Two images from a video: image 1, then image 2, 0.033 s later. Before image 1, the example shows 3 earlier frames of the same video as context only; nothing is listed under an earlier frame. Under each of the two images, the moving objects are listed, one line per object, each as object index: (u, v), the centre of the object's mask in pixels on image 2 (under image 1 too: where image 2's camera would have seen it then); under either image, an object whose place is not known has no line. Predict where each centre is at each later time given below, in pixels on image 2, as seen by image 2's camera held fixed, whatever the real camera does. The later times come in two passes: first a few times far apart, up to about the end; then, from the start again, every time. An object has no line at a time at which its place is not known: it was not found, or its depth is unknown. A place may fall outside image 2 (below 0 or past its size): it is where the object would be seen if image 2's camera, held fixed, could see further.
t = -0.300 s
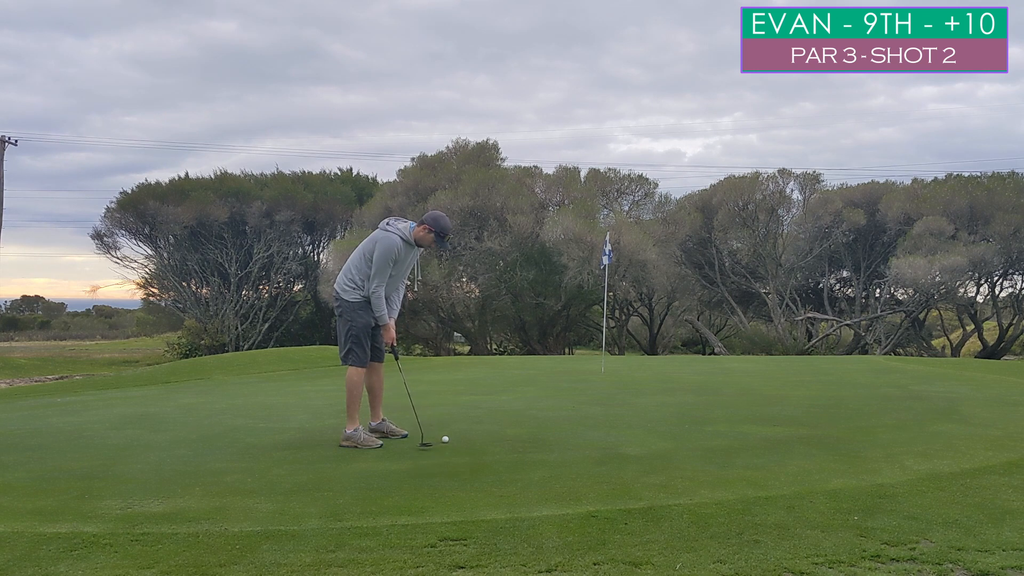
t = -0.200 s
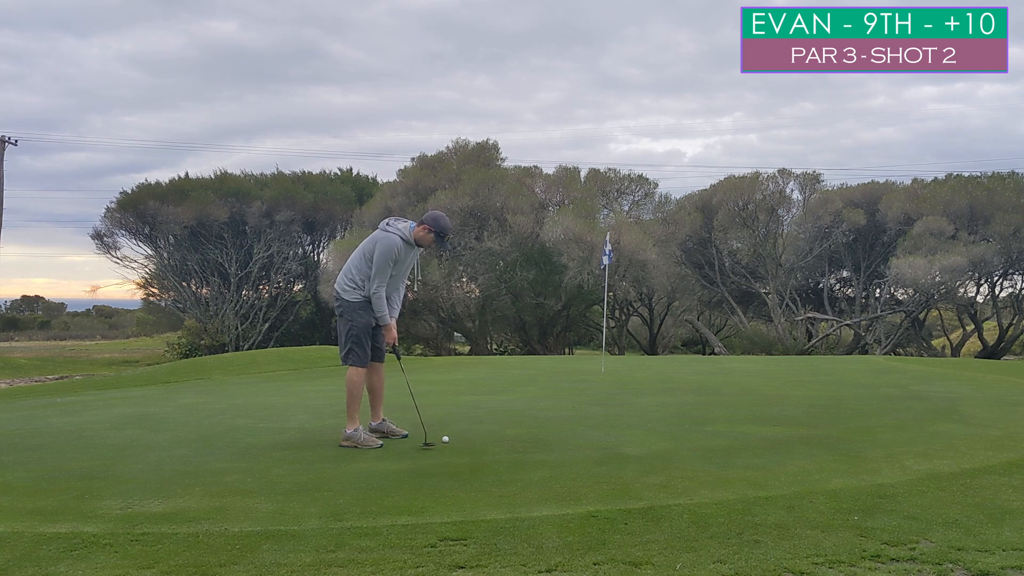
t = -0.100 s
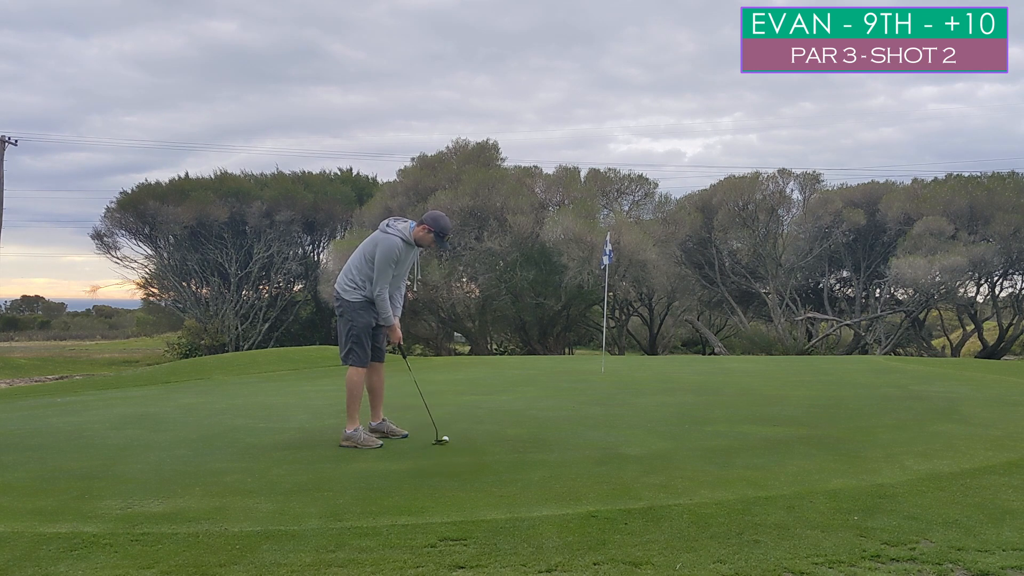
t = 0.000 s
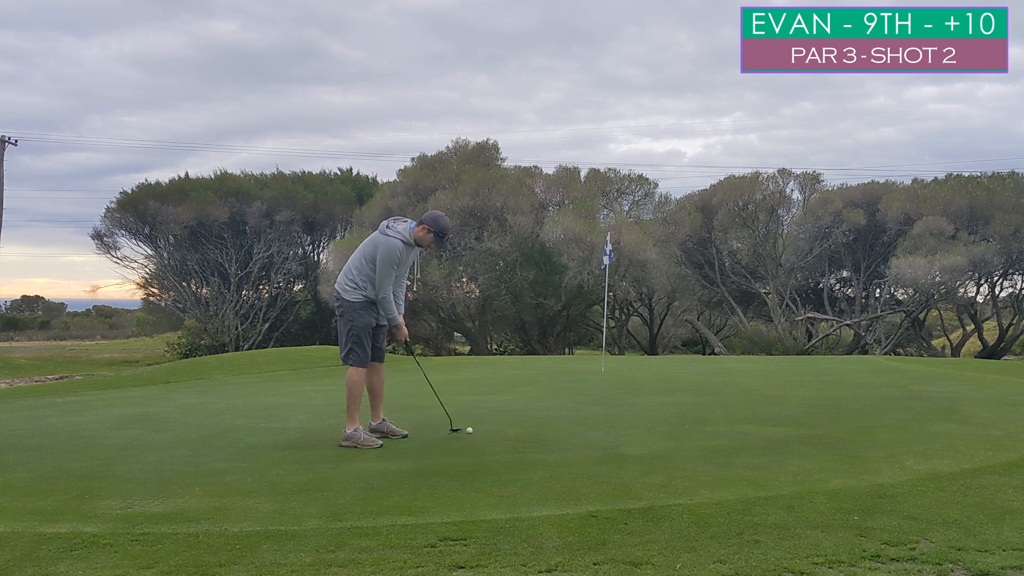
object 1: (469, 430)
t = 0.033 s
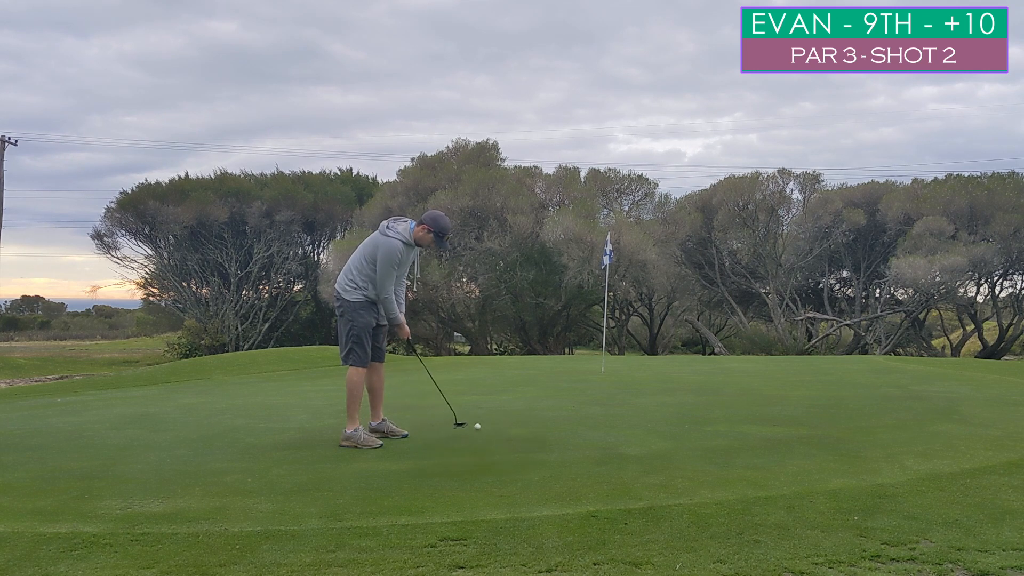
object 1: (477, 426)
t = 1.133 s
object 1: (587, 389)
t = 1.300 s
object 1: (593, 386)
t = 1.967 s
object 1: (610, 377)
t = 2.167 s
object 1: (612, 375)
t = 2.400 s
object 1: (614, 373)
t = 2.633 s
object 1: (615, 372)
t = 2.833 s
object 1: (616, 371)
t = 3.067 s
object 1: (616, 369)
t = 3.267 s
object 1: (615, 369)
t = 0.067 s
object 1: (485, 424)
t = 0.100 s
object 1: (492, 421)
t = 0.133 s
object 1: (498, 418)
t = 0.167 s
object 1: (505, 417)
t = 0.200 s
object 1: (510, 415)
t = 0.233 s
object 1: (515, 413)
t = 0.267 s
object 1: (520, 412)
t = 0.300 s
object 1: (524, 410)
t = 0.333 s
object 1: (528, 409)
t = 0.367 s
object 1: (532, 408)
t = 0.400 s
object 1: (536, 407)
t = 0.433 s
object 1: (539, 406)
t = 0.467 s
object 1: (542, 405)
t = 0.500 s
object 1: (545, 404)
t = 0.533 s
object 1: (548, 403)
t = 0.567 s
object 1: (551, 401)
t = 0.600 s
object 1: (554, 401)
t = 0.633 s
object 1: (557, 400)
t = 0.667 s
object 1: (559, 399)
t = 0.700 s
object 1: (562, 398)
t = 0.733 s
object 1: (564, 398)
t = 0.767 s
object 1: (566, 397)
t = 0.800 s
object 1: (569, 396)
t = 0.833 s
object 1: (571, 395)
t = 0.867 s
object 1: (573, 395)
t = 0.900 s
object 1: (575, 394)
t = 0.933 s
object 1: (577, 393)
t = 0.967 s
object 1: (579, 392)
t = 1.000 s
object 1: (580, 392)
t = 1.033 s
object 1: (582, 391)
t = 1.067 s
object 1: (584, 390)
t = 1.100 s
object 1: (585, 389)
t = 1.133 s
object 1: (587, 389)
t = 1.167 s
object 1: (588, 388)
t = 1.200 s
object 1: (590, 388)
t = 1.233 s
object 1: (591, 387)
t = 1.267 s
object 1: (592, 387)
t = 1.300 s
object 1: (593, 386)
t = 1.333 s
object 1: (595, 385)
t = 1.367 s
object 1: (596, 385)
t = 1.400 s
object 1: (597, 384)
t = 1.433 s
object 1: (598, 384)
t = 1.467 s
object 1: (599, 383)
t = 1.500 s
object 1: (600, 383)
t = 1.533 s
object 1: (601, 382)
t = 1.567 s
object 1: (602, 382)
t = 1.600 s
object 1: (603, 381)
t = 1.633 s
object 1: (604, 381)
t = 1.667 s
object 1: (604, 380)
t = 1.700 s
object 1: (605, 380)
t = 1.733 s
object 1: (606, 380)
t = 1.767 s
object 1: (606, 379)
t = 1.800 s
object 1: (607, 379)
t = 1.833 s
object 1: (608, 378)
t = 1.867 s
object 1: (608, 378)
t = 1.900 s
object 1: (609, 378)
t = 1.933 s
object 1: (609, 377)
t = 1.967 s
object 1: (610, 377)
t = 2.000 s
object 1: (611, 377)
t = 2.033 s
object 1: (611, 376)
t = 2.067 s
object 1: (611, 376)
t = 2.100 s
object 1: (612, 376)
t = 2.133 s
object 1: (612, 375)
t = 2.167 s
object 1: (612, 375)
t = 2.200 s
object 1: (613, 375)
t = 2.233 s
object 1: (613, 374)
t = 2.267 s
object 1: (613, 374)
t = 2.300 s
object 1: (614, 374)
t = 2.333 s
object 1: (614, 374)
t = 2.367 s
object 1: (614, 373)
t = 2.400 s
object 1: (614, 373)
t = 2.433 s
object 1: (614, 373)
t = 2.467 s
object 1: (614, 373)
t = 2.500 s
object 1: (615, 373)
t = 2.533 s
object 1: (615, 373)
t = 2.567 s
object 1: (615, 372)
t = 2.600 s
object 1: (615, 372)
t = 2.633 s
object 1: (615, 372)
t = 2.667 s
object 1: (615, 372)
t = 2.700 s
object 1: (616, 371)
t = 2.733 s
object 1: (616, 371)
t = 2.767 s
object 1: (616, 371)
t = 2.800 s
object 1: (616, 371)
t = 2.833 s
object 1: (616, 371)
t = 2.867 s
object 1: (616, 371)
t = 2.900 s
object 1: (616, 370)
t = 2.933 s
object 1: (616, 370)
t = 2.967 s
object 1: (616, 370)
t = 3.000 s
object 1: (616, 370)
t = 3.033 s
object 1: (616, 370)
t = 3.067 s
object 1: (616, 369)
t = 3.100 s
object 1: (616, 369)
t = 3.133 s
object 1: (616, 369)
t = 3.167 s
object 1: (616, 369)
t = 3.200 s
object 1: (616, 369)
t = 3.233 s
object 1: (615, 369)
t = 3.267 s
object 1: (615, 369)
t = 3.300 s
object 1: (615, 369)
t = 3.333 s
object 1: (615, 369)
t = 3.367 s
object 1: (615, 369)
